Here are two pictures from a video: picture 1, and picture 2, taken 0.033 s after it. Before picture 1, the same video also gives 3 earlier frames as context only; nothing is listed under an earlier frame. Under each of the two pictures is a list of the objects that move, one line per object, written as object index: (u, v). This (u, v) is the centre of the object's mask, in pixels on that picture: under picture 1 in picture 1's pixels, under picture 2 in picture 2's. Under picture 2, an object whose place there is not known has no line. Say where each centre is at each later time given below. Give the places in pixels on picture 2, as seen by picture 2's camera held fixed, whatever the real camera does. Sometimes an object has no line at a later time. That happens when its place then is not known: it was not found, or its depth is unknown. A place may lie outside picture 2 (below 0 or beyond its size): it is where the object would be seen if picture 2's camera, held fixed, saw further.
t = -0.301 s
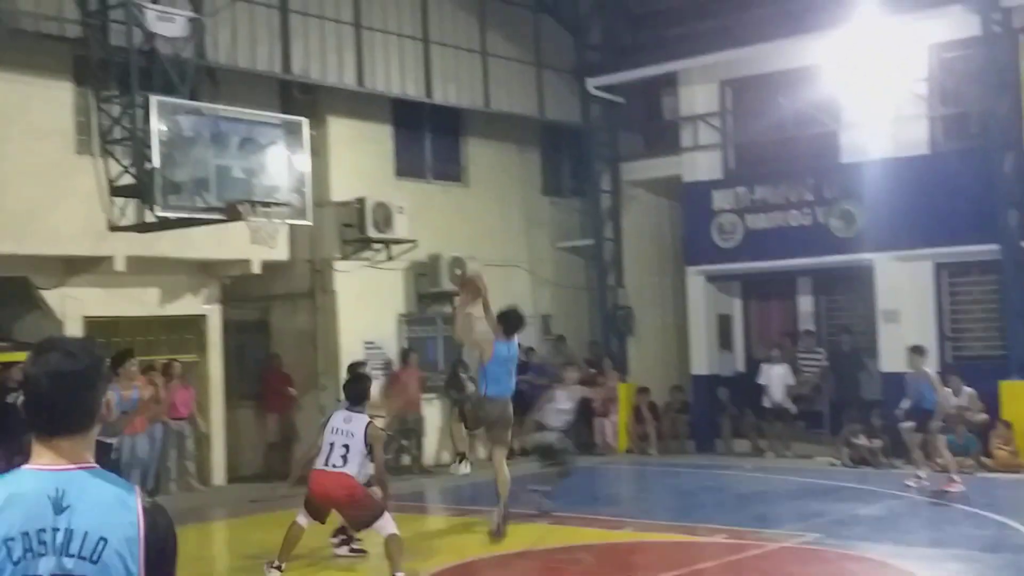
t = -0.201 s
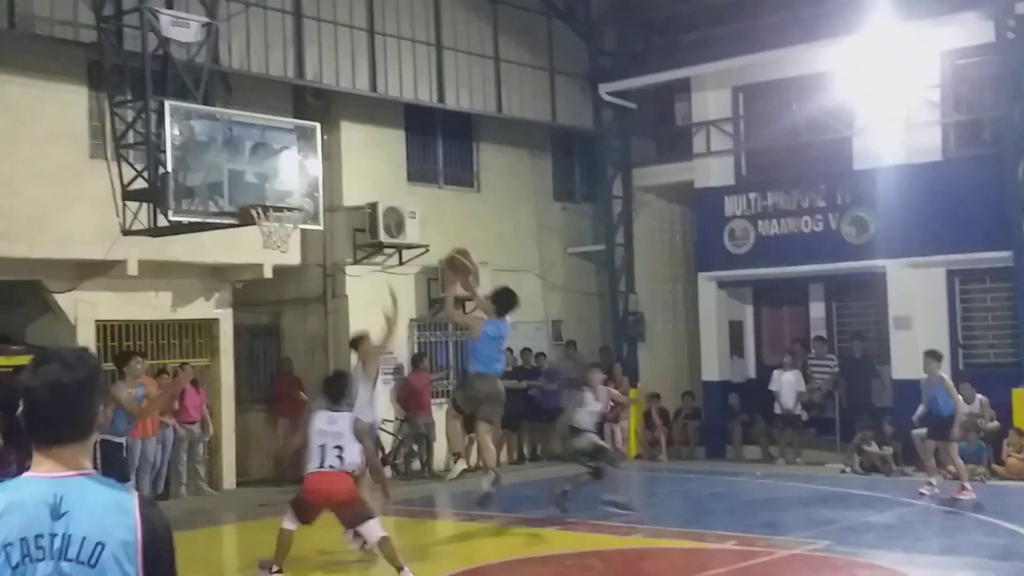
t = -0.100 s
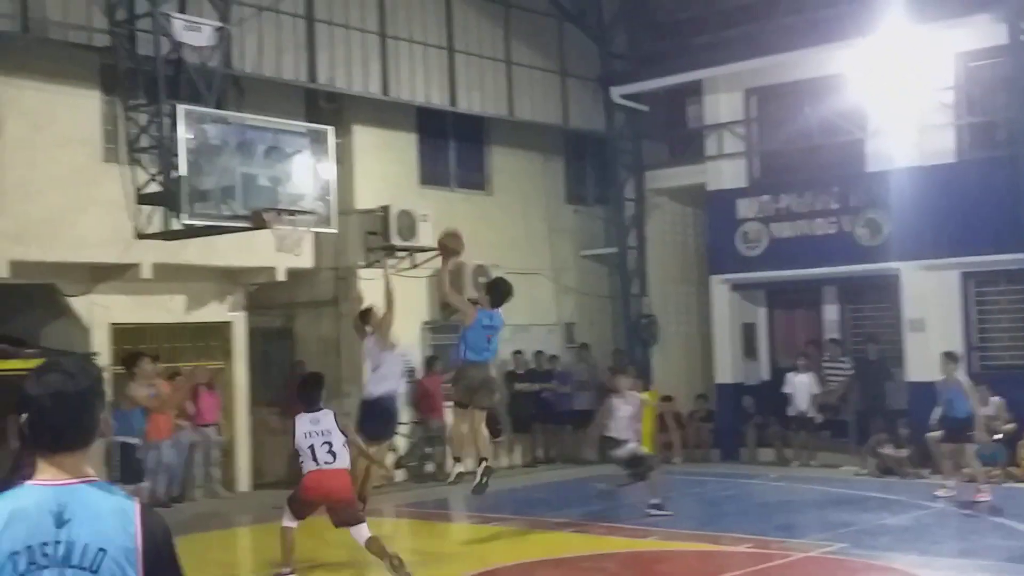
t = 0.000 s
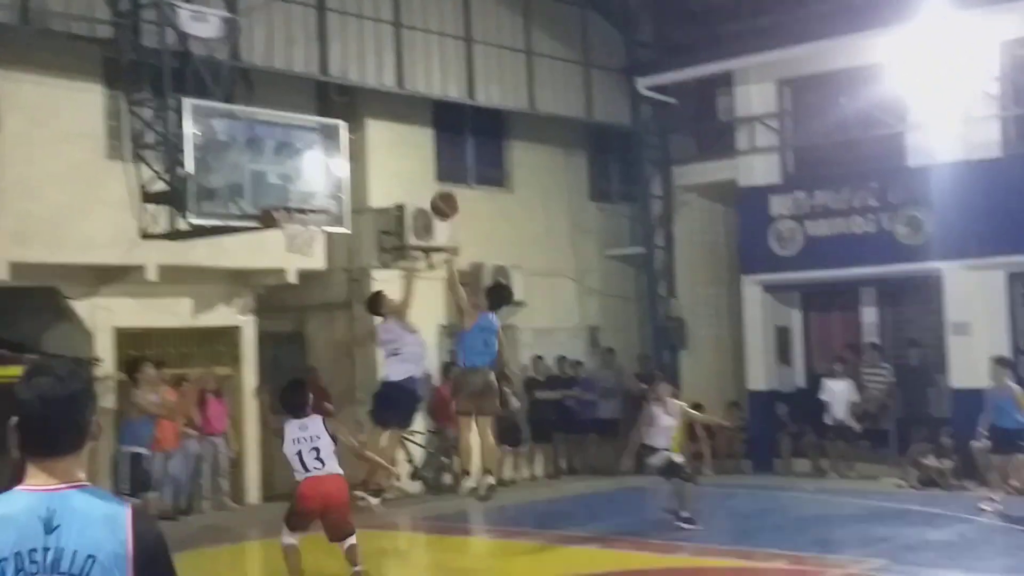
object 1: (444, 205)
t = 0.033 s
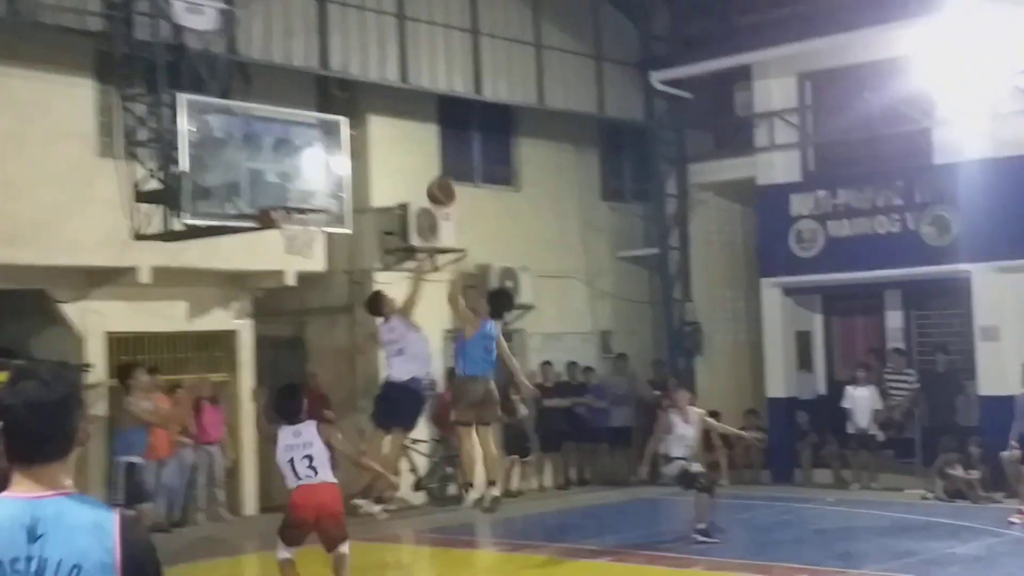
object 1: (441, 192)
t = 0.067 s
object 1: (434, 181)
